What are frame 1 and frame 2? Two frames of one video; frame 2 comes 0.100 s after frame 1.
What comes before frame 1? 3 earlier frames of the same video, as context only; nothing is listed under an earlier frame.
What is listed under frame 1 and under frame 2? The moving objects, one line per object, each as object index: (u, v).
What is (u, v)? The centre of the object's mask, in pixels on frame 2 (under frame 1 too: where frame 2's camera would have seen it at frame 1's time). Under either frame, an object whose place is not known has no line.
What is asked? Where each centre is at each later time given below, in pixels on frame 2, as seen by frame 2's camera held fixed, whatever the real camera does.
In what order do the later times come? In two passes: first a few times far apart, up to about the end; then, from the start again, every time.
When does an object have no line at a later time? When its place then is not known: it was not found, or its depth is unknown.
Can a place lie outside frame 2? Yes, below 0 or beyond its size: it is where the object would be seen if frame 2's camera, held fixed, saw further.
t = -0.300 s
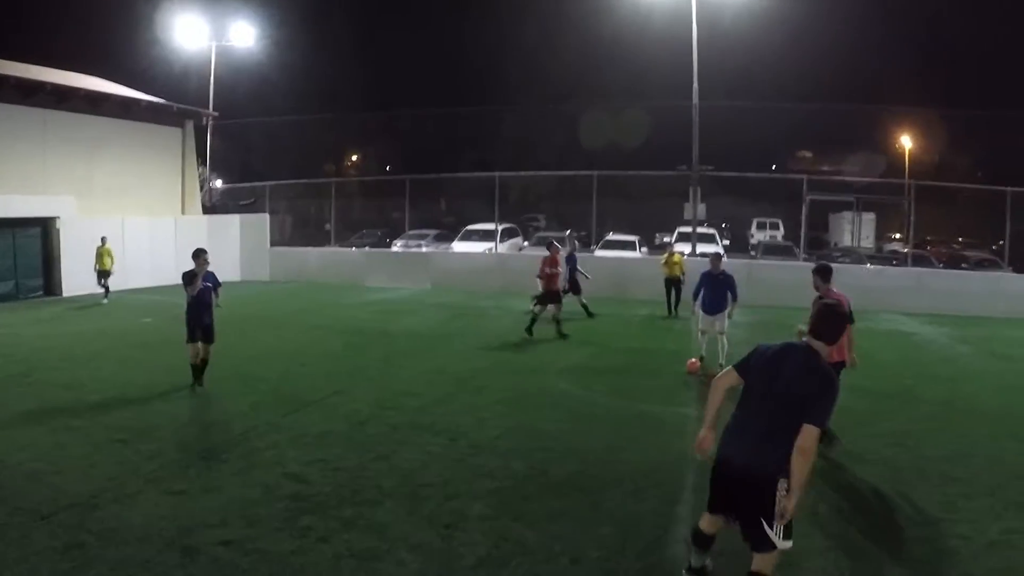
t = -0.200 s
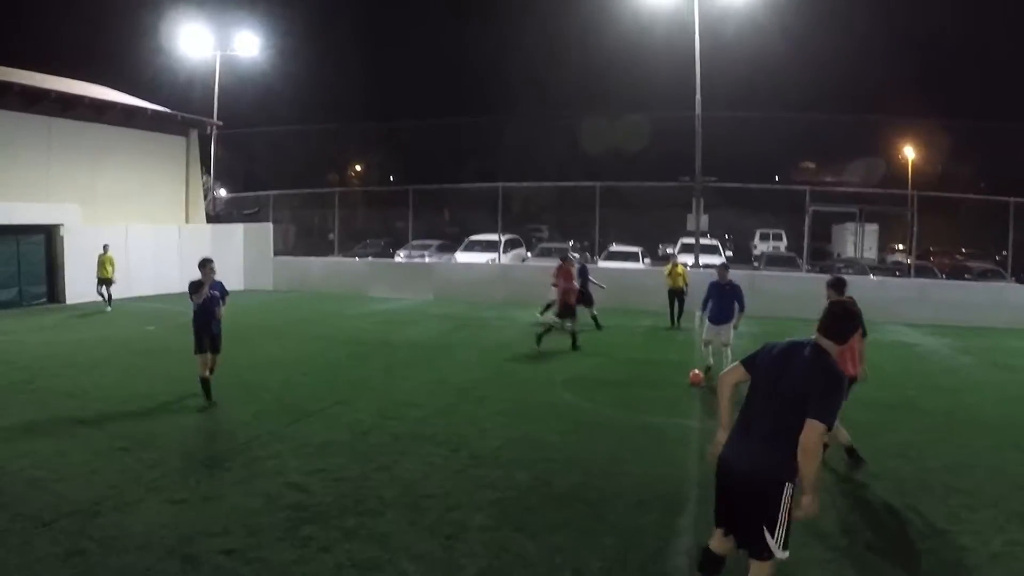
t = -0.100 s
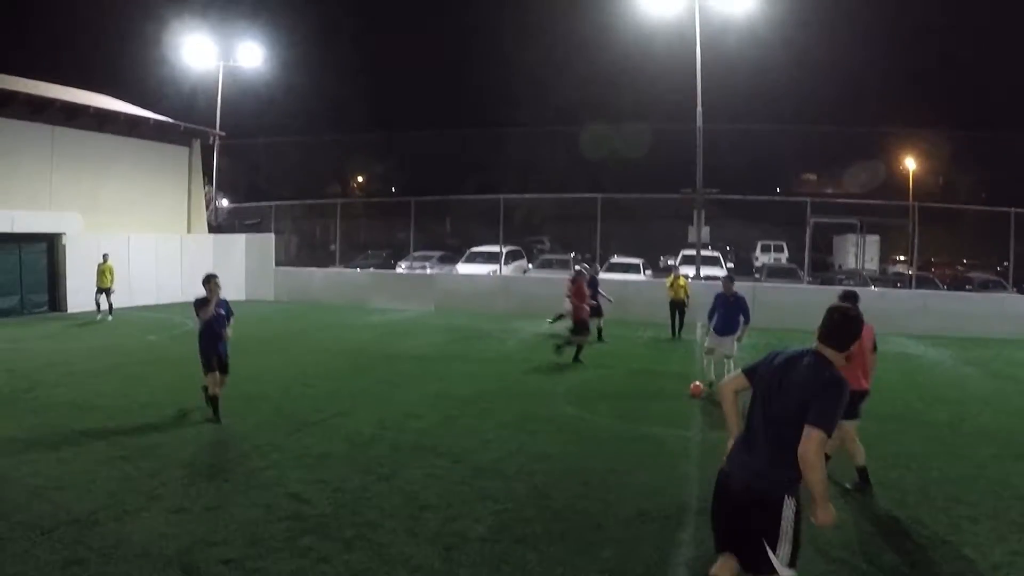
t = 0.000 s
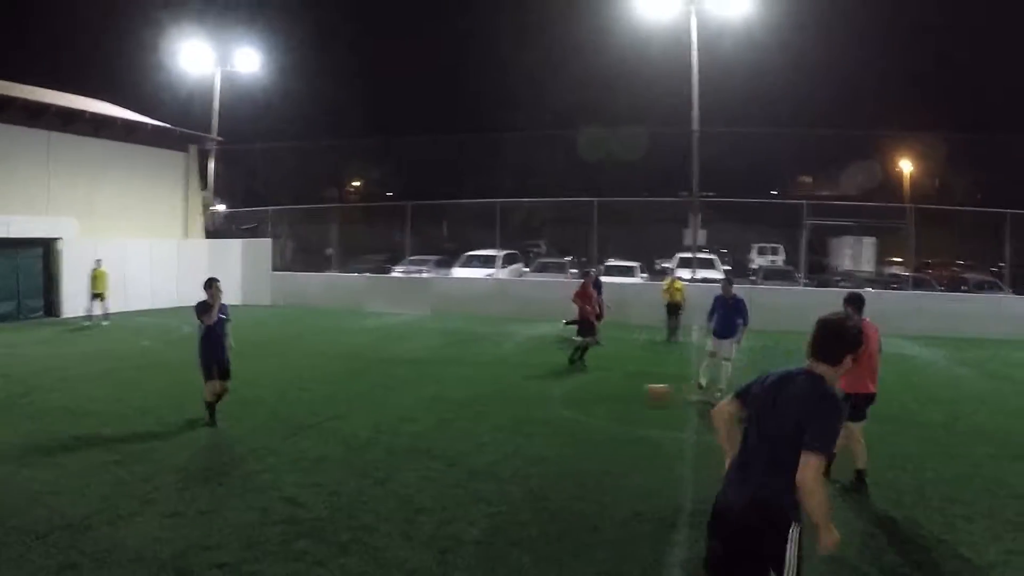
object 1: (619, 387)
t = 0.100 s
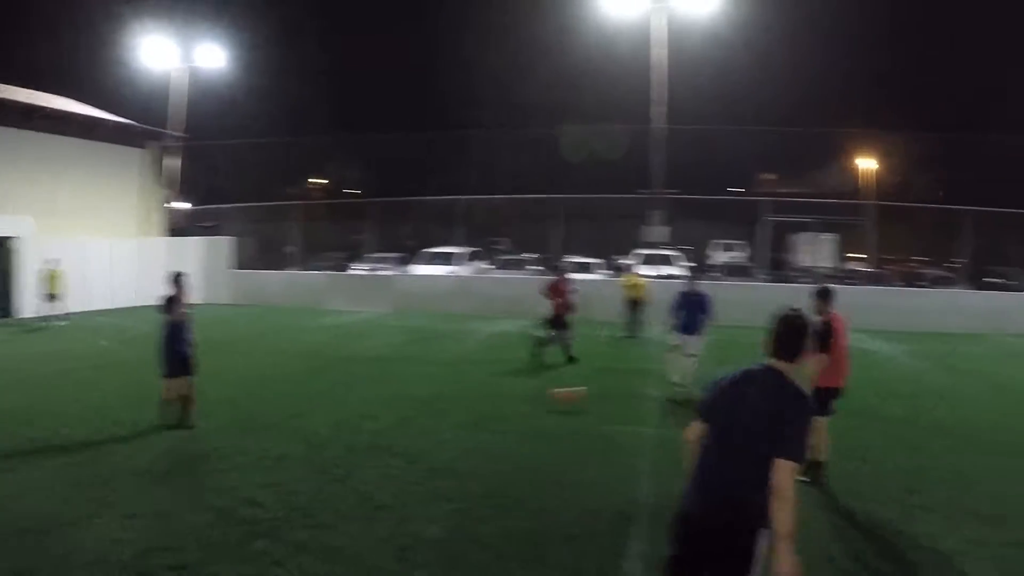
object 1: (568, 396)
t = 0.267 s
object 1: (477, 415)
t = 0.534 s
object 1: (337, 437)
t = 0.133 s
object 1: (551, 400)
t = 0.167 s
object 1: (531, 407)
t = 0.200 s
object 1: (512, 411)
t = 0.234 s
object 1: (496, 413)
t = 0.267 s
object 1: (477, 415)
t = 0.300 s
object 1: (457, 418)
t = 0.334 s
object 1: (437, 422)
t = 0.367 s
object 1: (422, 424)
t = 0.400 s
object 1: (405, 425)
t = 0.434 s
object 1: (387, 428)
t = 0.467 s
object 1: (371, 431)
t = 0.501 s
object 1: (354, 435)
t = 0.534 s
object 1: (337, 437)
